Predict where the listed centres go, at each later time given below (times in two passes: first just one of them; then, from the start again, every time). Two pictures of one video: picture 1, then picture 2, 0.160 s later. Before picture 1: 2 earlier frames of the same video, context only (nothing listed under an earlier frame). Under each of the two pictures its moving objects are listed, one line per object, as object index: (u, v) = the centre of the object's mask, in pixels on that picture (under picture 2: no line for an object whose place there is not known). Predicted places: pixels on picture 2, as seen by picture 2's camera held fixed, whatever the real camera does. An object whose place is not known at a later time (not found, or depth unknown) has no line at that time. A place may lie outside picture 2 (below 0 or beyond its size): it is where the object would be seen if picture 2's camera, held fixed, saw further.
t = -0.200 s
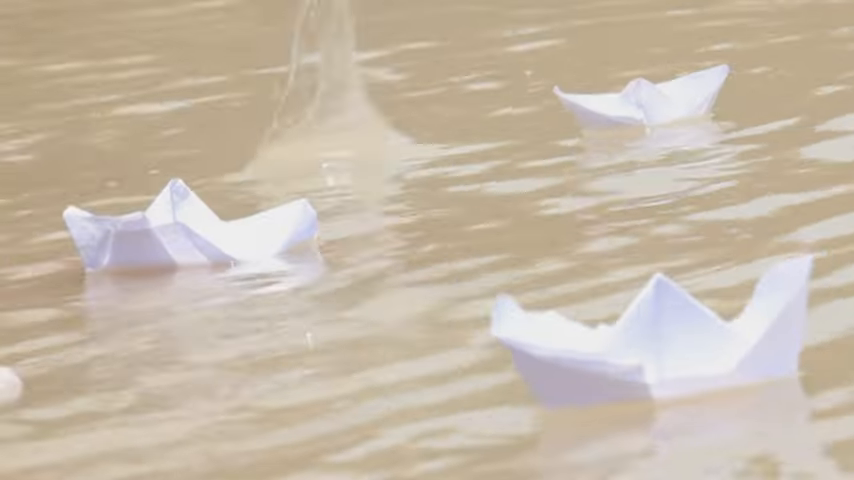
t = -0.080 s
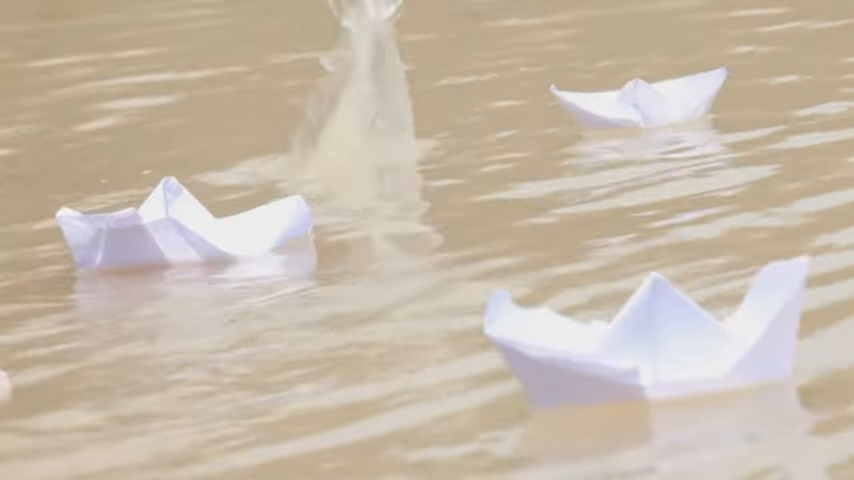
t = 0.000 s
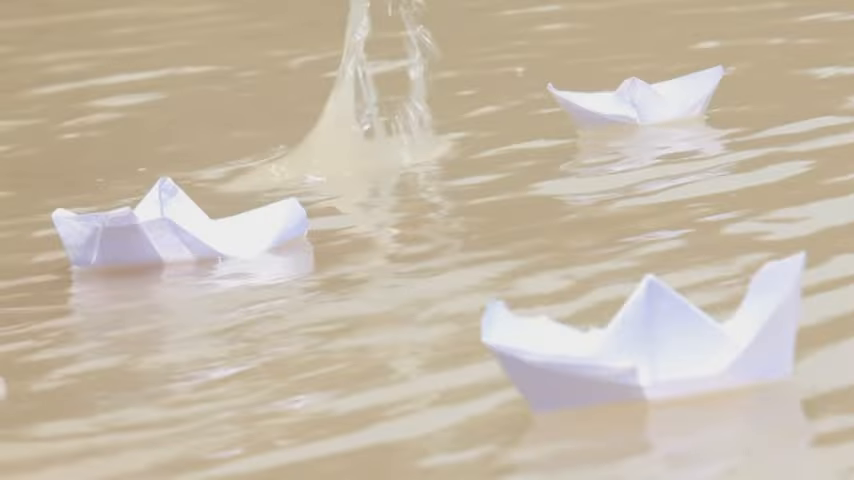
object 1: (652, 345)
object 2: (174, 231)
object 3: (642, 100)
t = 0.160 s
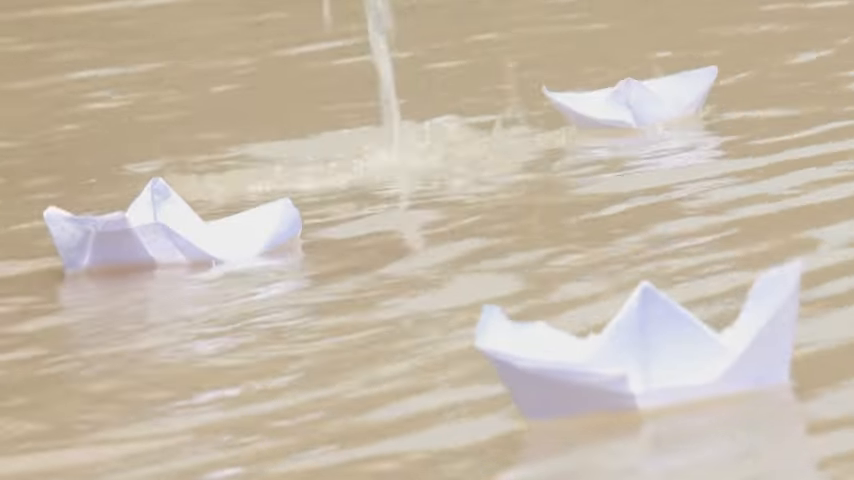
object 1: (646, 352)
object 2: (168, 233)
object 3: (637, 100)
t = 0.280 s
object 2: (166, 231)
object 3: (638, 100)
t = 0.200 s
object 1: (646, 351)
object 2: (168, 232)
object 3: (638, 100)
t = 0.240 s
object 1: (644, 352)
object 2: (167, 231)
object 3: (640, 100)
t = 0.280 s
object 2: (166, 231)
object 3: (638, 100)
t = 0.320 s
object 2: (166, 230)
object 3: (638, 99)
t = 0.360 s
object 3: (640, 99)
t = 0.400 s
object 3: (643, 100)
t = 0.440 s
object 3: (644, 96)
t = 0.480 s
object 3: (647, 94)
